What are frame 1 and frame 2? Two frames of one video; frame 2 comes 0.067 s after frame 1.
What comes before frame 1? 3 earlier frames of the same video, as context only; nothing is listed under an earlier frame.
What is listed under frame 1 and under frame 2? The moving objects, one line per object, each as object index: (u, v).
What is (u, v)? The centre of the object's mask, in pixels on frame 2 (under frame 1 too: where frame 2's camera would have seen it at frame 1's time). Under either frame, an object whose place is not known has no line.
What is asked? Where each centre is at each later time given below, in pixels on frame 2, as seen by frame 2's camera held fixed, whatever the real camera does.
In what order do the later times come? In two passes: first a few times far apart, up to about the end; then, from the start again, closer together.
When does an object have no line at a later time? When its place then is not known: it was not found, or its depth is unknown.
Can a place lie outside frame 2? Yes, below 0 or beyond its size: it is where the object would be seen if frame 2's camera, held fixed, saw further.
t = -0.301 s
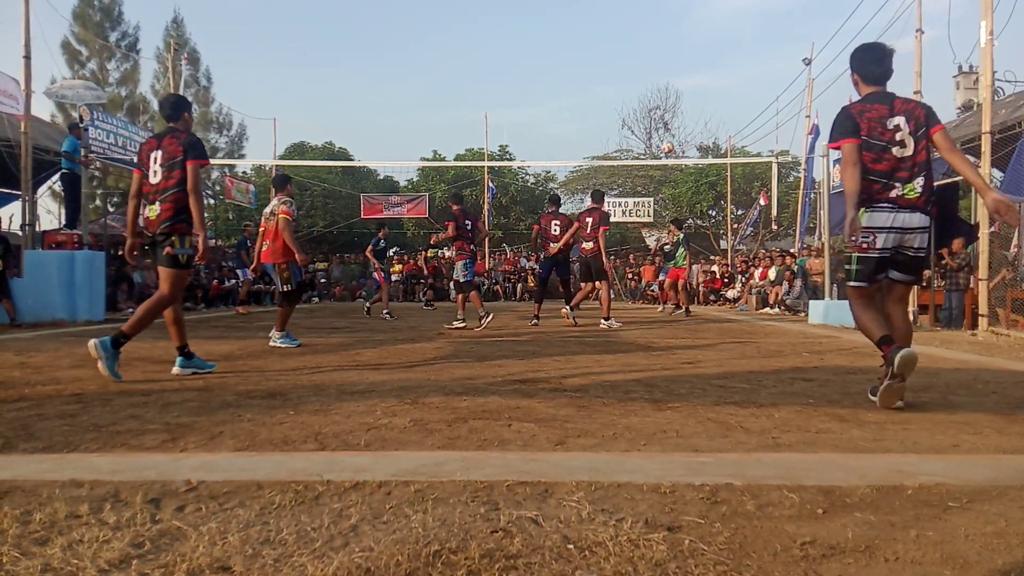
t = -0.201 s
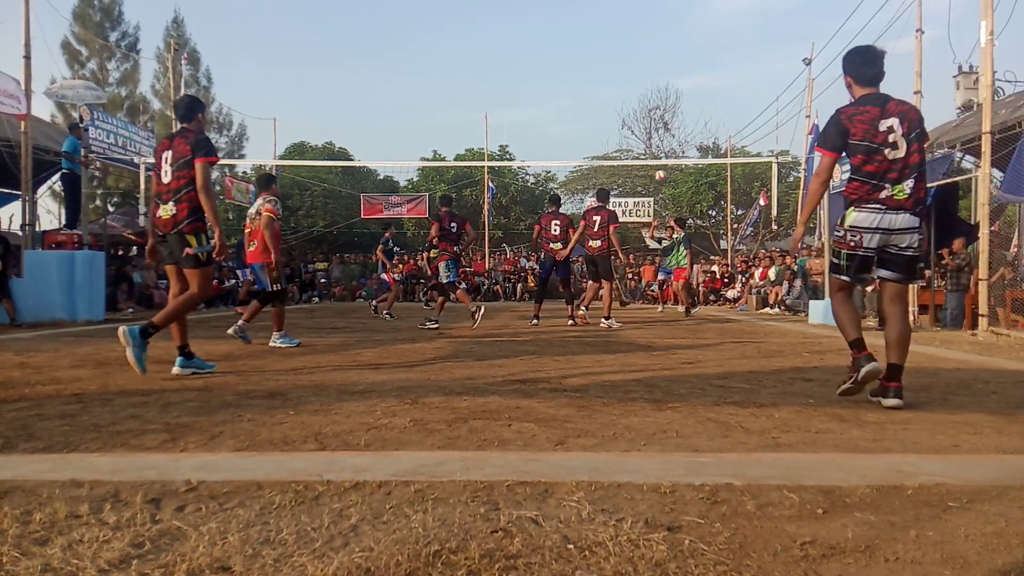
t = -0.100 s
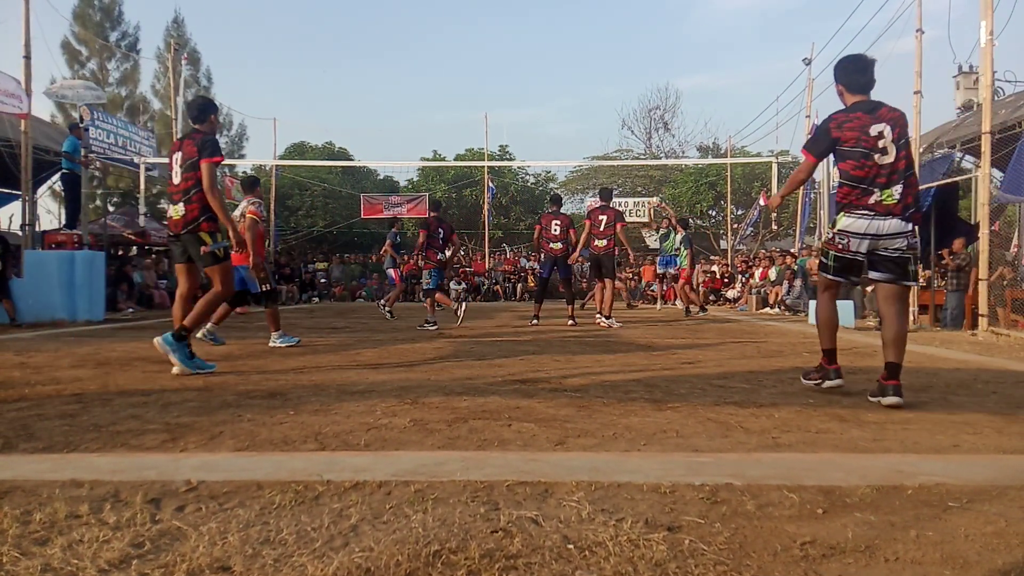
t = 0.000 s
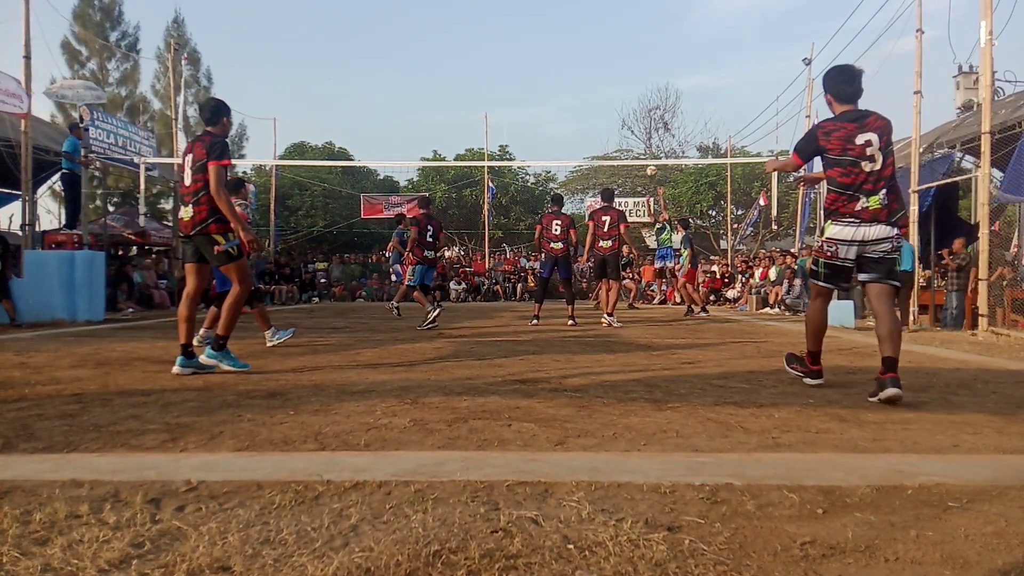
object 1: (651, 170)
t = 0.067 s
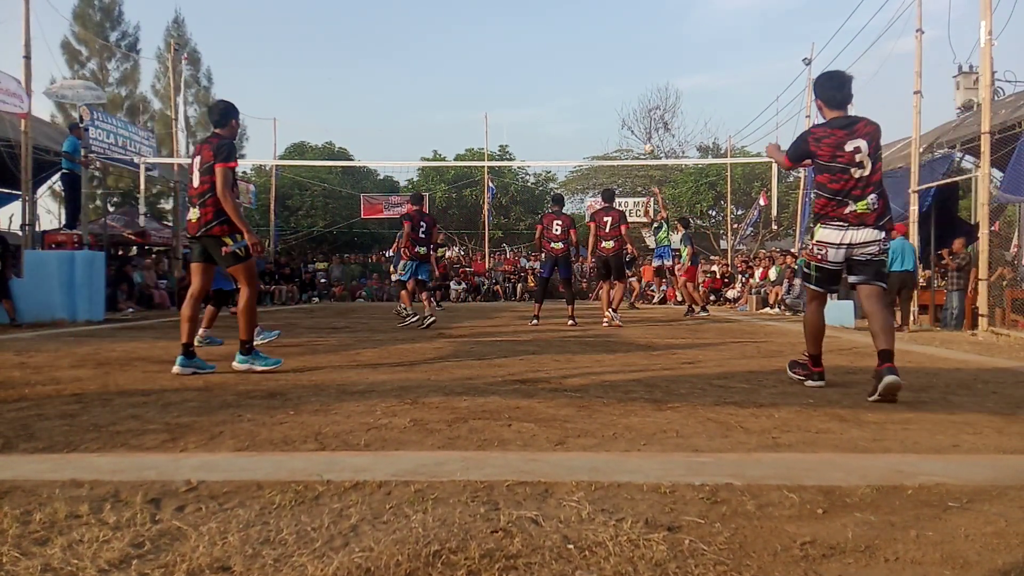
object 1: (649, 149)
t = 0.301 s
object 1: (641, 87)
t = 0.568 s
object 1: (632, 46)
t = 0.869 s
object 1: (621, 44)
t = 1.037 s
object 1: (614, 64)
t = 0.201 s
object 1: (644, 111)
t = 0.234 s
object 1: (643, 102)
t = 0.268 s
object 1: (642, 94)
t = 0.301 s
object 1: (641, 87)
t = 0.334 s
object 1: (640, 80)
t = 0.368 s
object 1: (639, 74)
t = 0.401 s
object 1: (638, 68)
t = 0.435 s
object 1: (637, 63)
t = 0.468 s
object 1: (636, 57)
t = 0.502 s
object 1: (634, 53)
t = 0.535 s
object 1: (633, 50)
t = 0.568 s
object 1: (632, 46)
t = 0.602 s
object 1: (631, 43)
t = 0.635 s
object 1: (629, 42)
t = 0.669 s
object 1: (629, 40)
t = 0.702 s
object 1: (627, 40)
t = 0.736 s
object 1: (626, 39)
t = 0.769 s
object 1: (624, 39)
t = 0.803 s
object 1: (623, 40)
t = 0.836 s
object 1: (622, 42)
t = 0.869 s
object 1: (621, 44)
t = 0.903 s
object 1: (619, 46)
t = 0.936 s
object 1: (618, 50)
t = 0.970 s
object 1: (617, 54)
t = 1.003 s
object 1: (615, 59)
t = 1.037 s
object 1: (614, 64)
